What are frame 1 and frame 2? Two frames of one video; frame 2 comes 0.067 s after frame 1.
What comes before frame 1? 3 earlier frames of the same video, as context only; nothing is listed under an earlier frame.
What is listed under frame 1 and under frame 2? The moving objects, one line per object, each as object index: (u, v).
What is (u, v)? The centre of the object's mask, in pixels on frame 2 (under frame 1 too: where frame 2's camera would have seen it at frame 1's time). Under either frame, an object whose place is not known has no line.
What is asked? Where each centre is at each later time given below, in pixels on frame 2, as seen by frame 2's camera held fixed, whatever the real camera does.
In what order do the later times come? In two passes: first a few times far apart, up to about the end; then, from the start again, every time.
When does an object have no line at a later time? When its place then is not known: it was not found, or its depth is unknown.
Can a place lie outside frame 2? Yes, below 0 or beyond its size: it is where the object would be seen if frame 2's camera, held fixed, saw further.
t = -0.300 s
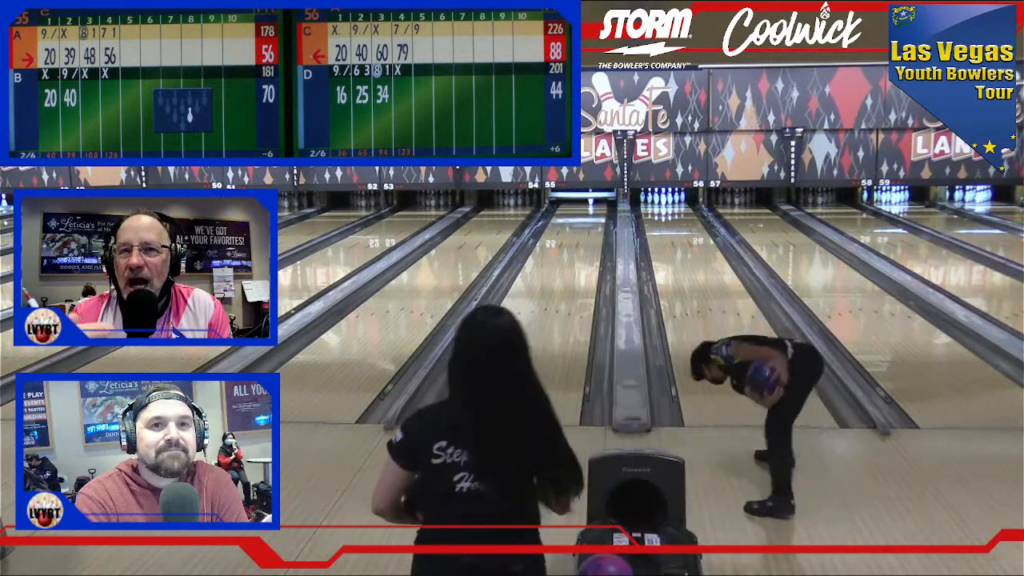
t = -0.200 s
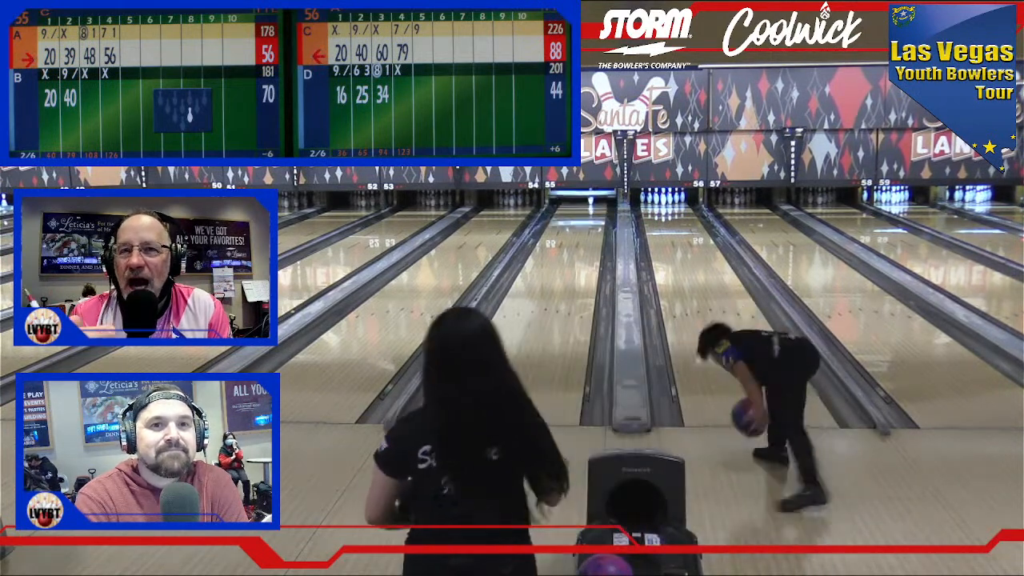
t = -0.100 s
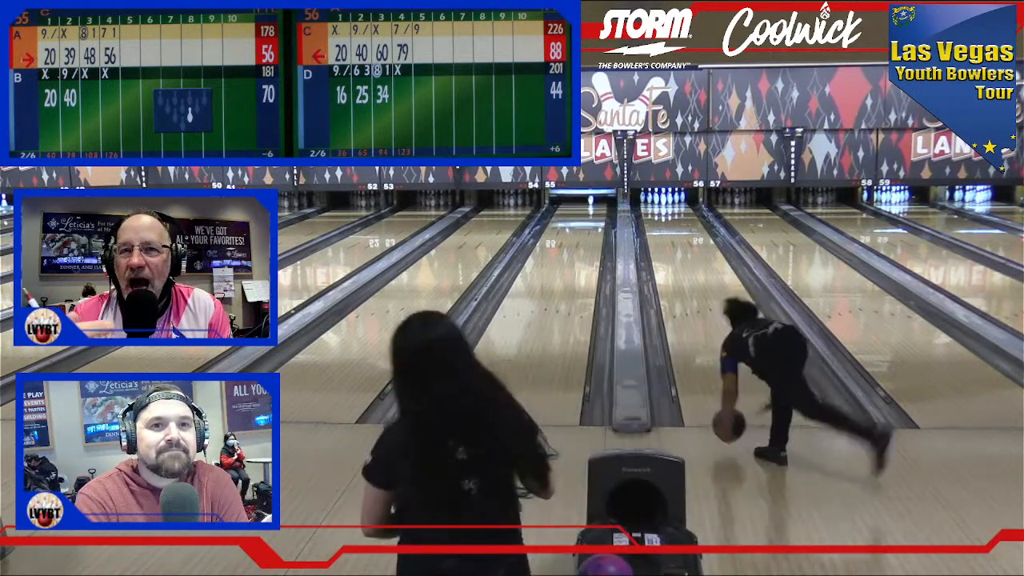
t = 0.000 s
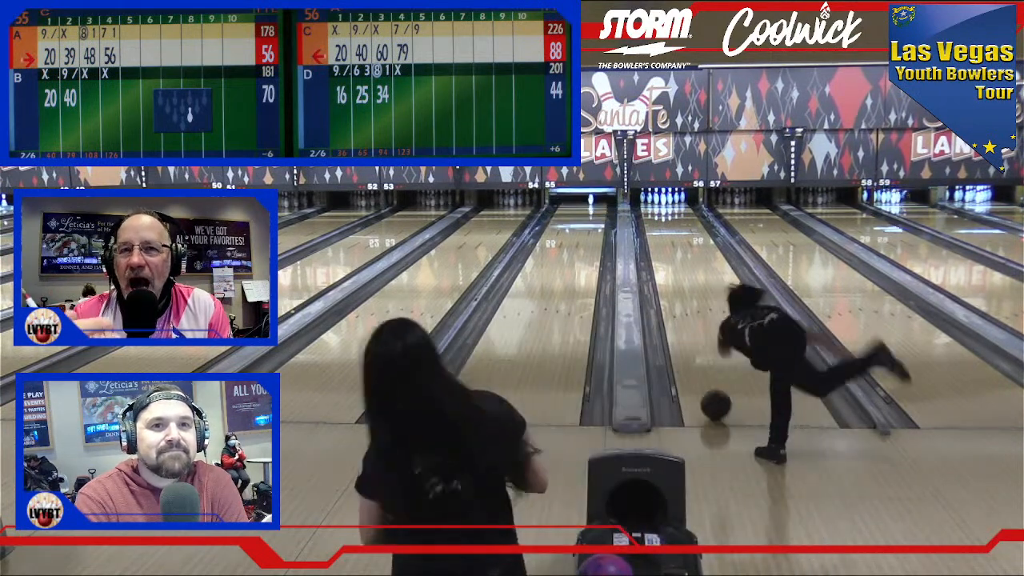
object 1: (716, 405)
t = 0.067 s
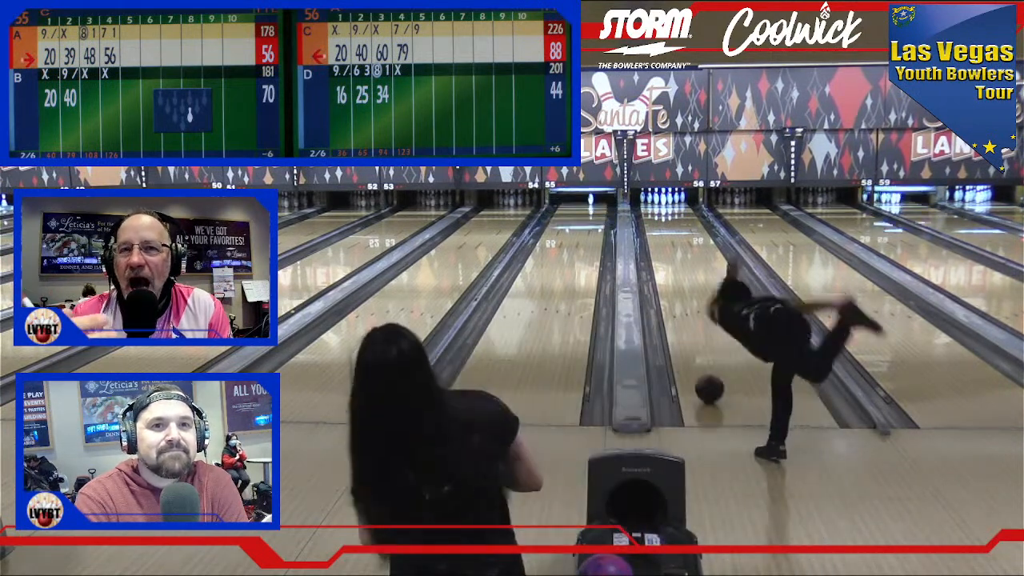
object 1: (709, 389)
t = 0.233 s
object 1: (697, 355)
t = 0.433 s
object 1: (685, 324)
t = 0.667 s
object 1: (675, 296)
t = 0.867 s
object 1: (669, 277)
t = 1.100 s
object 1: (663, 259)
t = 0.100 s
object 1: (706, 381)
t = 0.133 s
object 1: (704, 374)
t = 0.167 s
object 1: (701, 368)
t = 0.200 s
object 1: (699, 361)
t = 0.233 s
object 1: (697, 355)
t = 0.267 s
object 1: (694, 349)
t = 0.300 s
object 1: (692, 344)
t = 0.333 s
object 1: (691, 338)
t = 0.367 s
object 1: (689, 333)
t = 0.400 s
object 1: (687, 328)
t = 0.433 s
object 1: (685, 324)
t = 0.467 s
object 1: (683, 319)
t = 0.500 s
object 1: (682, 315)
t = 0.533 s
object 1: (681, 310)
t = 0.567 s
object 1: (679, 307)
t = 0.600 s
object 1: (678, 302)
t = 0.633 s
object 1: (676, 299)
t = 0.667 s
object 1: (675, 296)
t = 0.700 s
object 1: (674, 292)
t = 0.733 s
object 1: (673, 289)
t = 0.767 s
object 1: (672, 286)
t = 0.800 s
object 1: (671, 283)
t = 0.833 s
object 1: (670, 280)
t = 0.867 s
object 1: (669, 277)
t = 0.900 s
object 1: (668, 274)
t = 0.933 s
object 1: (667, 272)
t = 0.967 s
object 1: (666, 269)
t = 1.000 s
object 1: (666, 266)
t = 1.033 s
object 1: (665, 264)
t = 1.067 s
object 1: (664, 262)
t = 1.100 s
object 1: (663, 259)
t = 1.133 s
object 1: (663, 257)
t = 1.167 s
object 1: (662, 255)
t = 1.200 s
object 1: (662, 253)
